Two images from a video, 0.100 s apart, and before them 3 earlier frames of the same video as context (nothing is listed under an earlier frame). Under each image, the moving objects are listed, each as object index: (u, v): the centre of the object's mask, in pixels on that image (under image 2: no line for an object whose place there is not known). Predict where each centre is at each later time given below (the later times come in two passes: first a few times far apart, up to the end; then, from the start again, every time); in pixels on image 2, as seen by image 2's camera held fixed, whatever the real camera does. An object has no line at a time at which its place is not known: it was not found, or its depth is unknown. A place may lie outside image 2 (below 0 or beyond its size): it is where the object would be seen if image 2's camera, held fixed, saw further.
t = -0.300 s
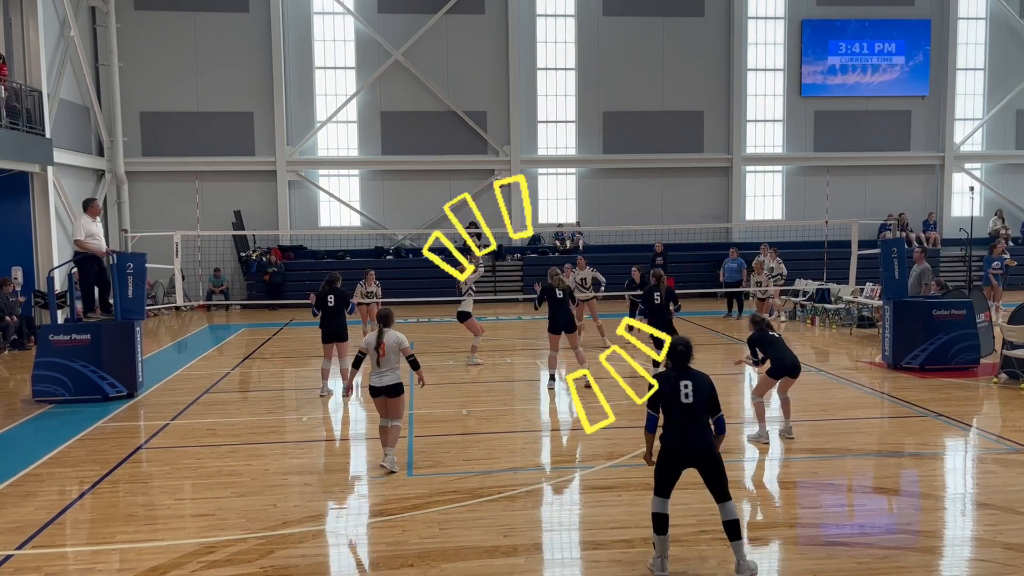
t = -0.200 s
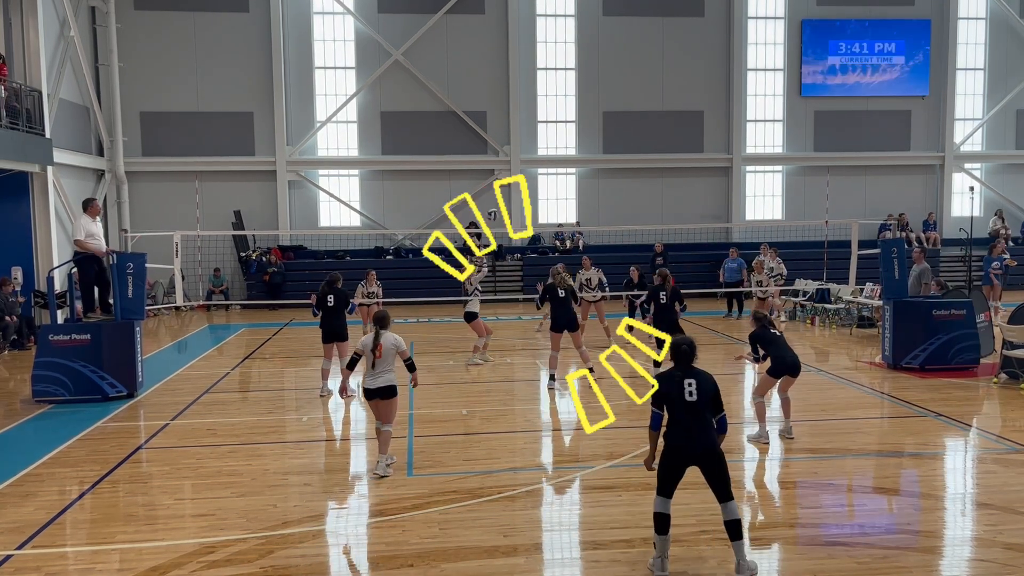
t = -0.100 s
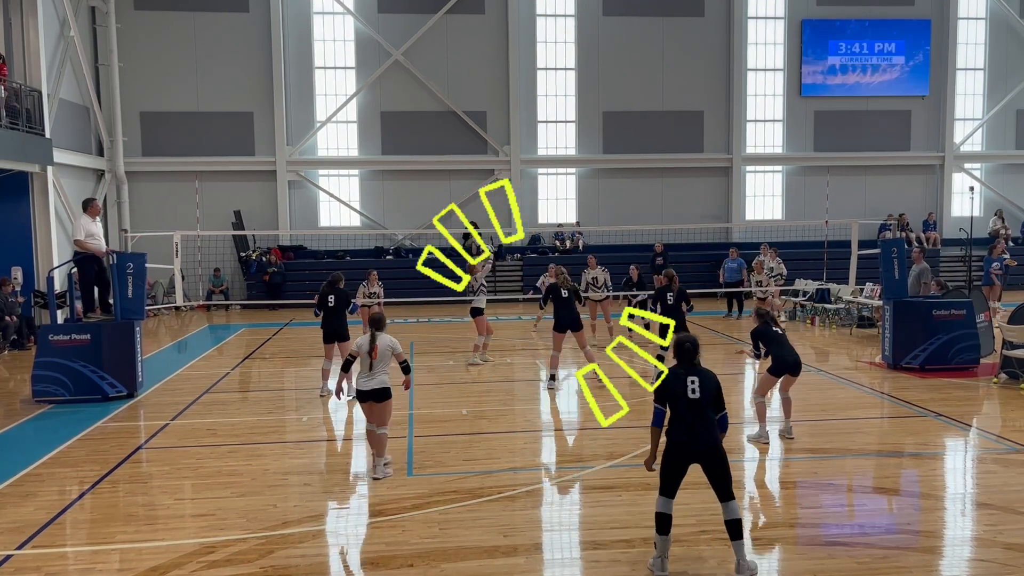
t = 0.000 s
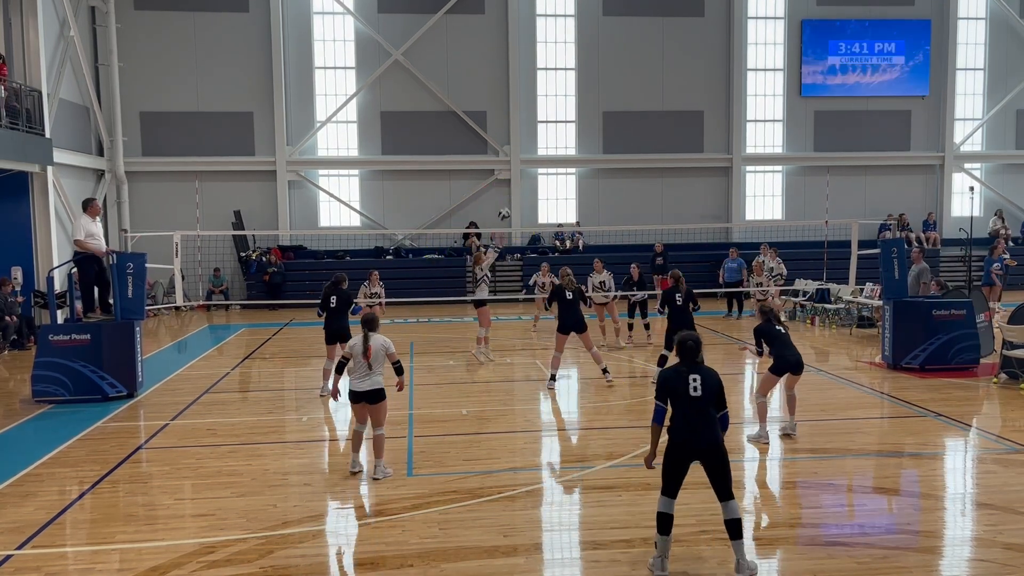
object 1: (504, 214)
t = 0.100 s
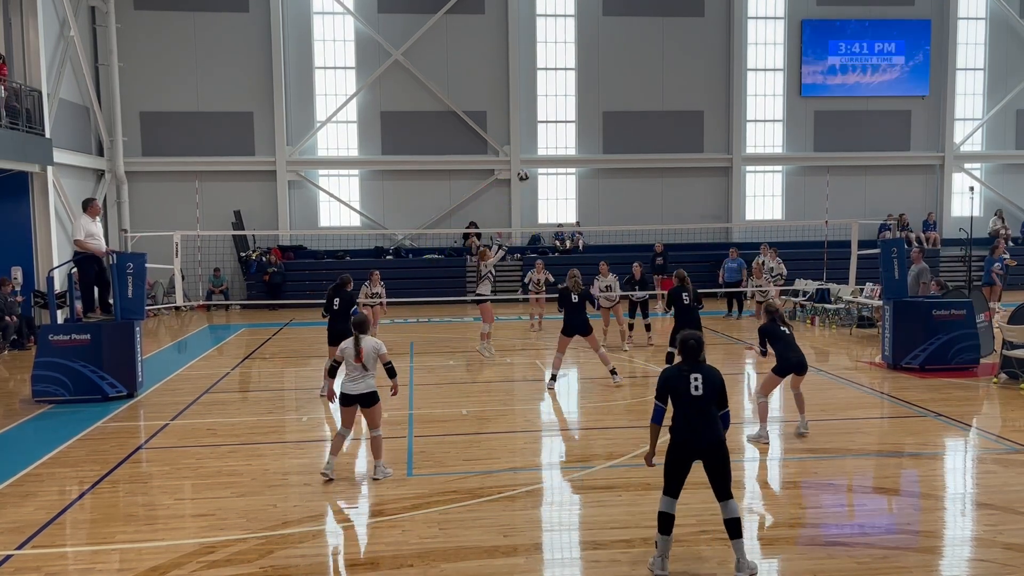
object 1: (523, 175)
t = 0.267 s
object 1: (555, 126)
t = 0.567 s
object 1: (612, 82)
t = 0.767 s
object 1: (650, 84)
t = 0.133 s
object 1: (529, 164)
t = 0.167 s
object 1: (536, 153)
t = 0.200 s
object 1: (542, 144)
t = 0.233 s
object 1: (549, 135)
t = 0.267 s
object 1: (555, 126)
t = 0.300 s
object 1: (561, 118)
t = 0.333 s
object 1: (568, 111)
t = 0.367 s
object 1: (574, 105)
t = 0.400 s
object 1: (581, 99)
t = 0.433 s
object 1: (587, 94)
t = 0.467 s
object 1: (593, 90)
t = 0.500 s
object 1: (600, 87)
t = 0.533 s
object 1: (606, 84)
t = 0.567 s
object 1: (612, 82)
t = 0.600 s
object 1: (618, 81)
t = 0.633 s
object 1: (625, 80)
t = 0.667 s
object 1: (631, 80)
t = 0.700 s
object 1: (637, 81)
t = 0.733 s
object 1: (643, 82)
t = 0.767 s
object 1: (650, 84)
